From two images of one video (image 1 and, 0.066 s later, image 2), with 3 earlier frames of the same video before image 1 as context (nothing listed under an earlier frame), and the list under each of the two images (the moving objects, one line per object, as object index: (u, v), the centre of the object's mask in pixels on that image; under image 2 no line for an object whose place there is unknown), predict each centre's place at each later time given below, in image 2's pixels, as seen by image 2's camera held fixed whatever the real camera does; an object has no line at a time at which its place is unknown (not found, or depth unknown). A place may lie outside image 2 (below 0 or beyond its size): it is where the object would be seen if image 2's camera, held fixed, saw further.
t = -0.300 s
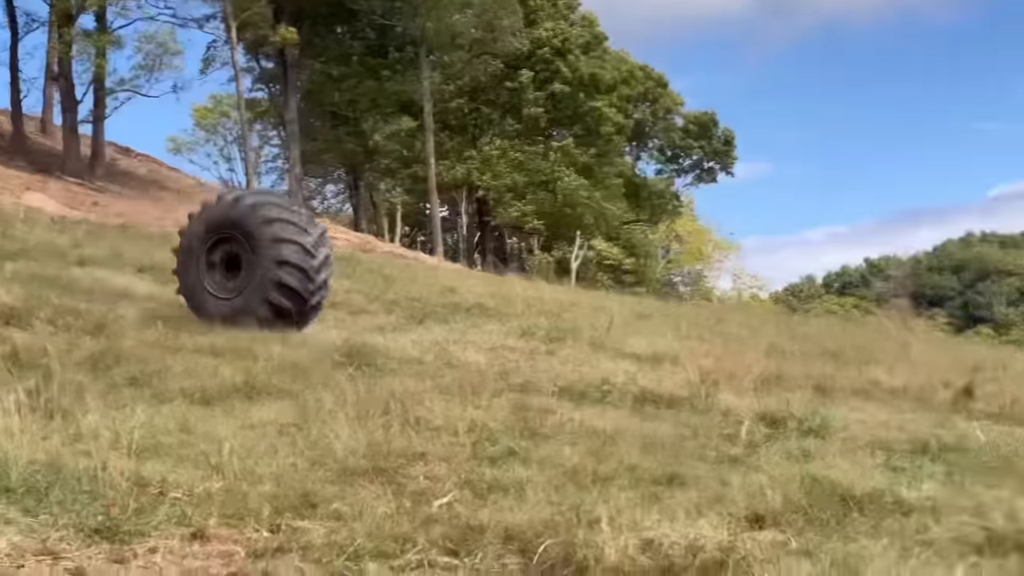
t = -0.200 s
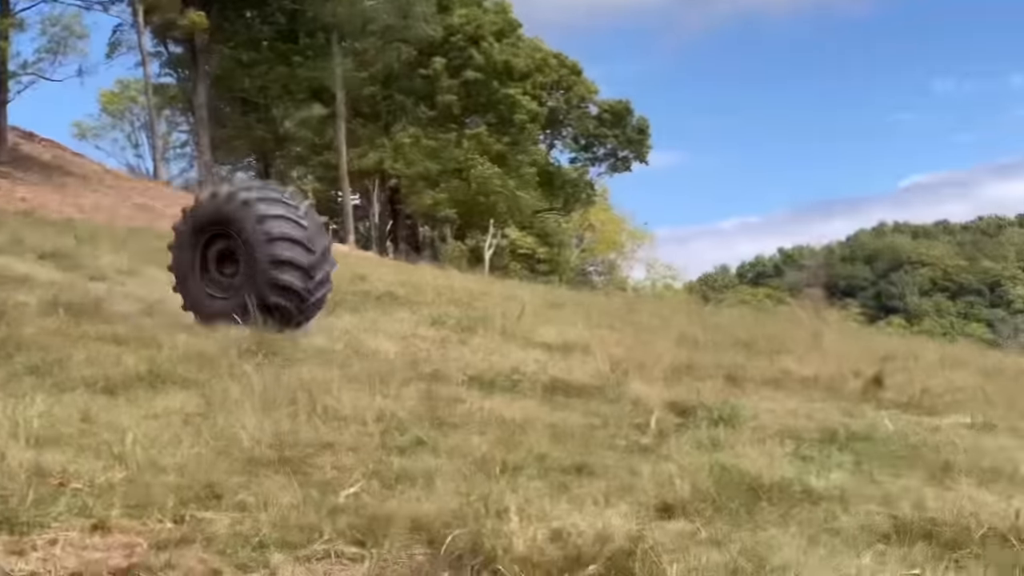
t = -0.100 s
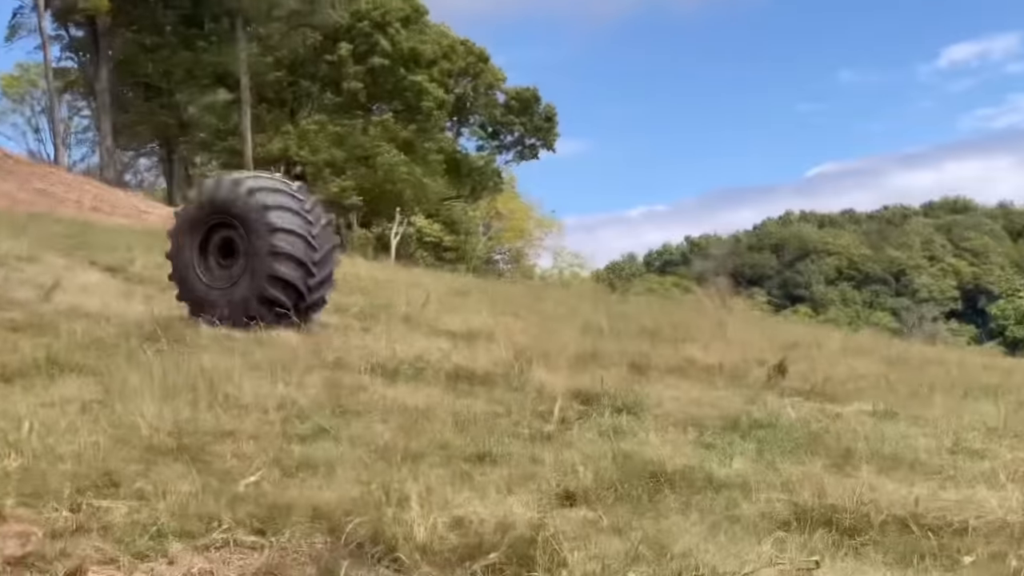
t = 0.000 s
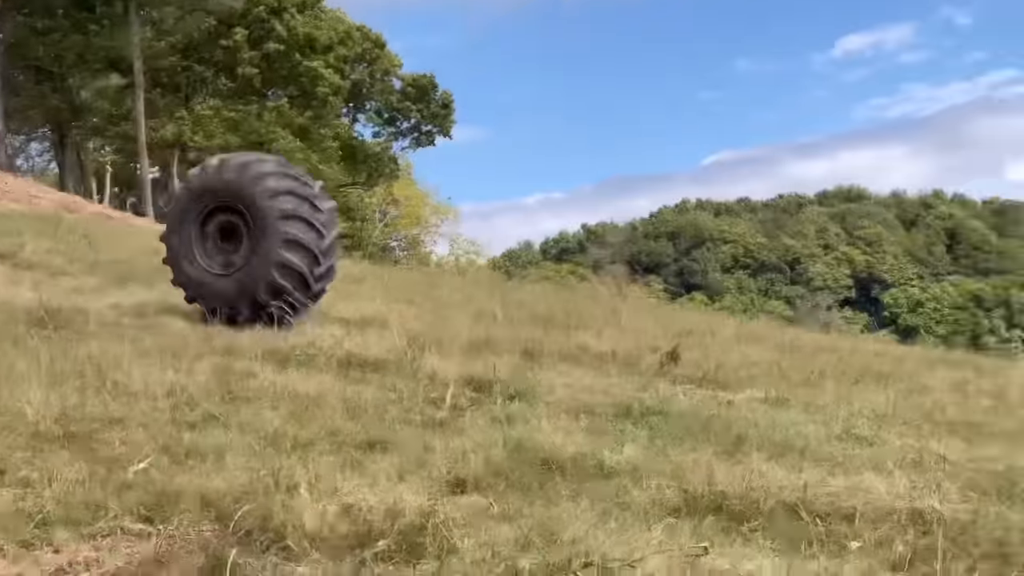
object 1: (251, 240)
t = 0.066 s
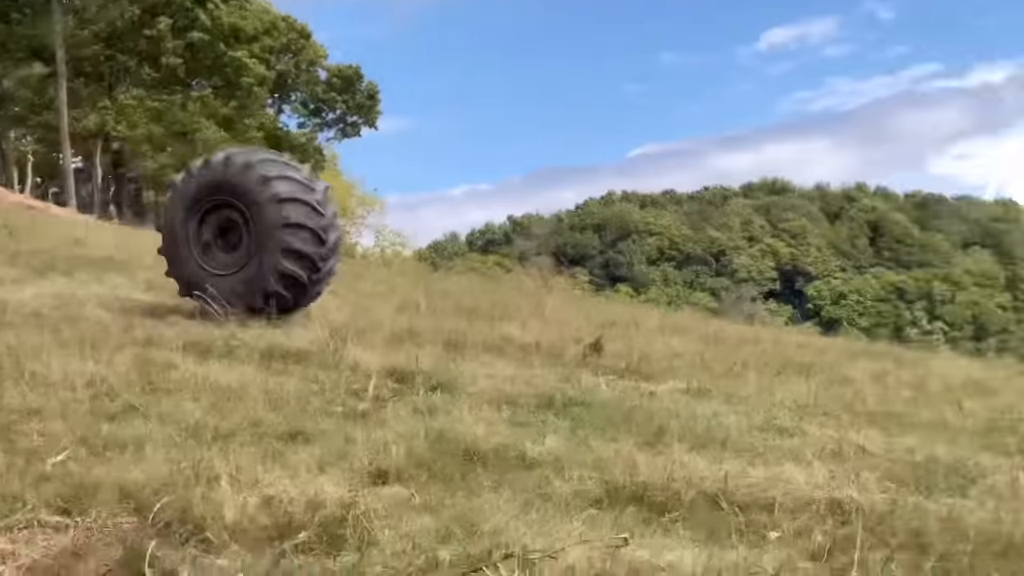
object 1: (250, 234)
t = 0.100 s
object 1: (287, 239)
